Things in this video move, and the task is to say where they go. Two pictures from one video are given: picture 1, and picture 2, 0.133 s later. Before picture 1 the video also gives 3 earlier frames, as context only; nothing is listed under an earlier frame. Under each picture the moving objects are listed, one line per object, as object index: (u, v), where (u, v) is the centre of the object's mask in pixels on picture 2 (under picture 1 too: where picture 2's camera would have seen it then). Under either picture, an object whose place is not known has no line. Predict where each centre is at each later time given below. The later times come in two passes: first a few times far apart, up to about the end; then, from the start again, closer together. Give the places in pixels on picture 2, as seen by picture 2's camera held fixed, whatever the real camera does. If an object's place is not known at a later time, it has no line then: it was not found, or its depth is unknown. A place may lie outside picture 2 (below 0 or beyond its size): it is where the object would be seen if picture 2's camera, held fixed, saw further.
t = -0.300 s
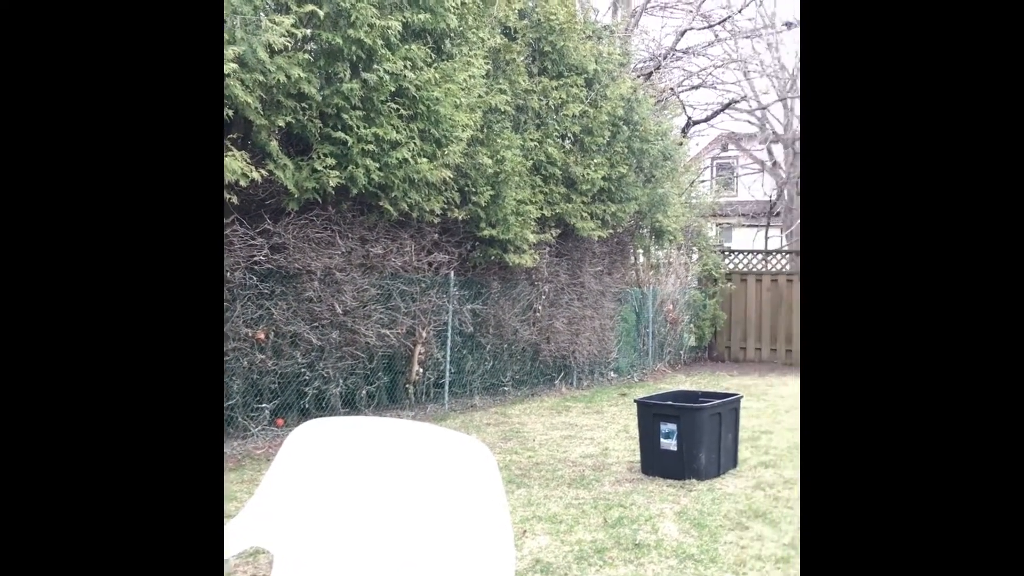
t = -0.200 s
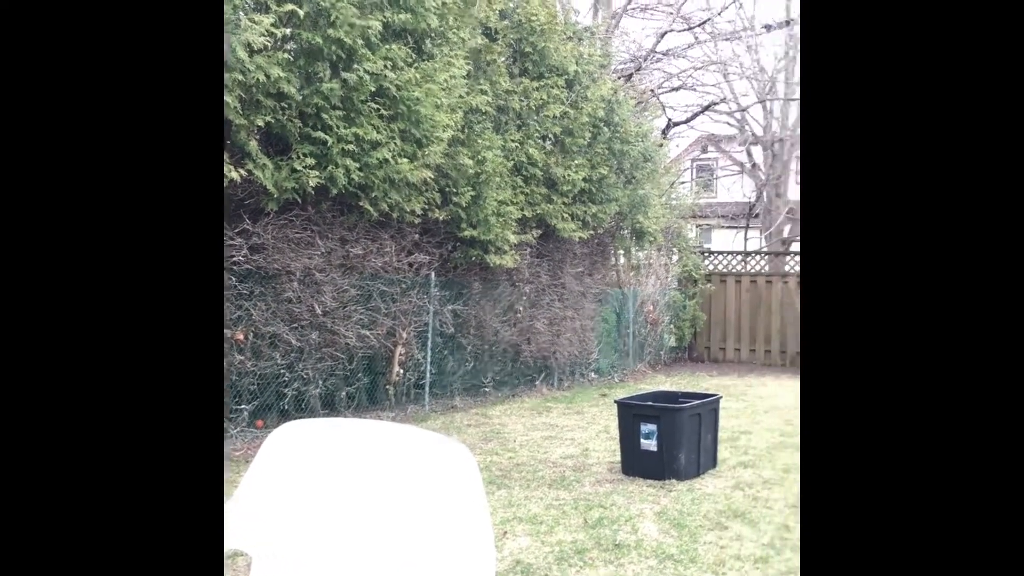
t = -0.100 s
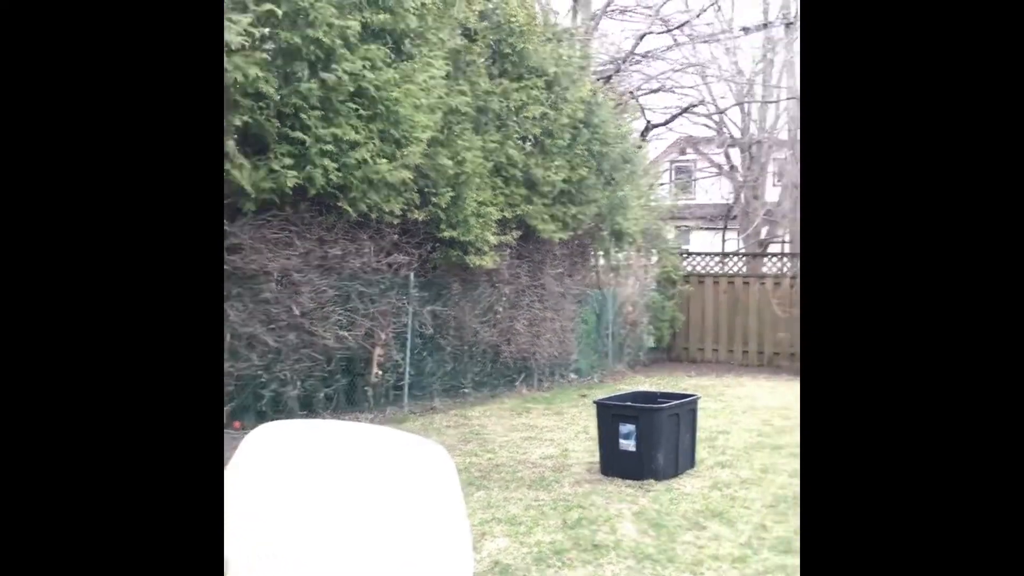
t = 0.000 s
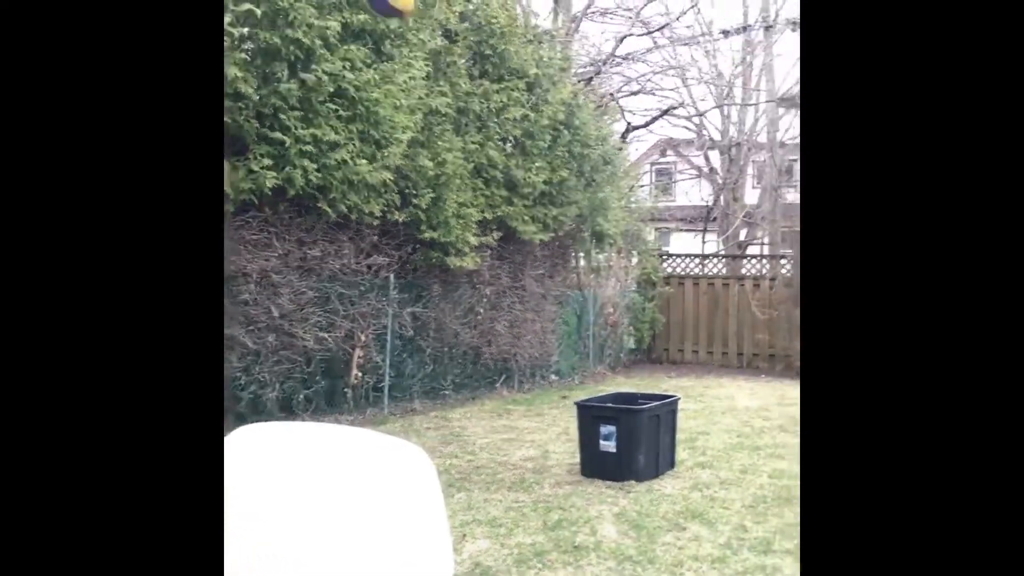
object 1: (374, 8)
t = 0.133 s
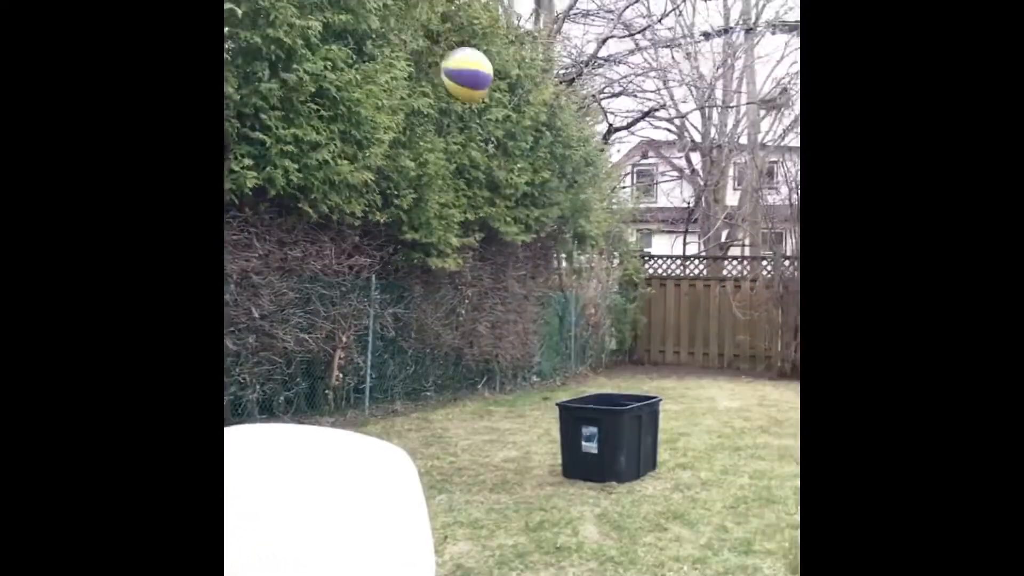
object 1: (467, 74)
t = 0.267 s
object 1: (538, 176)
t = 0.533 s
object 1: (632, 398)
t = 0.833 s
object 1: (615, 392)
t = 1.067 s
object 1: (624, 407)
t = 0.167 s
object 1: (487, 99)
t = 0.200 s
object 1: (505, 124)
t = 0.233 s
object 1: (523, 150)
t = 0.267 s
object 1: (538, 176)
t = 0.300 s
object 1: (553, 204)
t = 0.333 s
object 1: (567, 233)
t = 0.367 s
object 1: (580, 260)
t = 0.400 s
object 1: (592, 289)
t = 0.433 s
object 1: (604, 318)
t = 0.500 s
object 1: (626, 377)
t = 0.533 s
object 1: (632, 398)
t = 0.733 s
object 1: (602, 393)
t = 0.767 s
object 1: (606, 392)
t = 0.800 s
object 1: (609, 392)
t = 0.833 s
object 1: (615, 392)
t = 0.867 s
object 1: (618, 393)
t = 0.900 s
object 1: (622, 394)
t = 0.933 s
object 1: (625, 397)
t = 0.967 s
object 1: (625, 400)
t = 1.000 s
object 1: (626, 403)
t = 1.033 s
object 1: (625, 405)
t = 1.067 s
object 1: (624, 407)
